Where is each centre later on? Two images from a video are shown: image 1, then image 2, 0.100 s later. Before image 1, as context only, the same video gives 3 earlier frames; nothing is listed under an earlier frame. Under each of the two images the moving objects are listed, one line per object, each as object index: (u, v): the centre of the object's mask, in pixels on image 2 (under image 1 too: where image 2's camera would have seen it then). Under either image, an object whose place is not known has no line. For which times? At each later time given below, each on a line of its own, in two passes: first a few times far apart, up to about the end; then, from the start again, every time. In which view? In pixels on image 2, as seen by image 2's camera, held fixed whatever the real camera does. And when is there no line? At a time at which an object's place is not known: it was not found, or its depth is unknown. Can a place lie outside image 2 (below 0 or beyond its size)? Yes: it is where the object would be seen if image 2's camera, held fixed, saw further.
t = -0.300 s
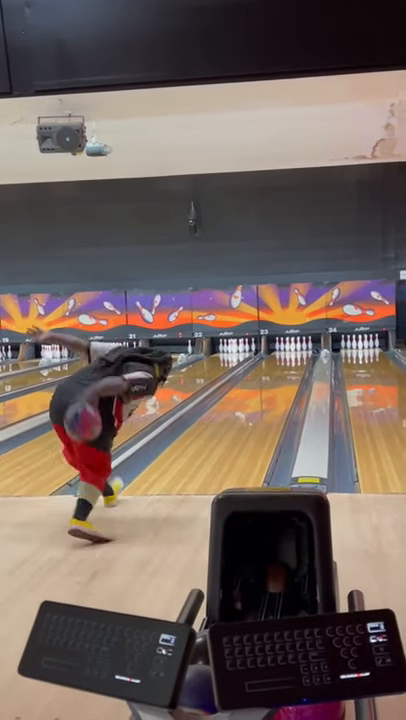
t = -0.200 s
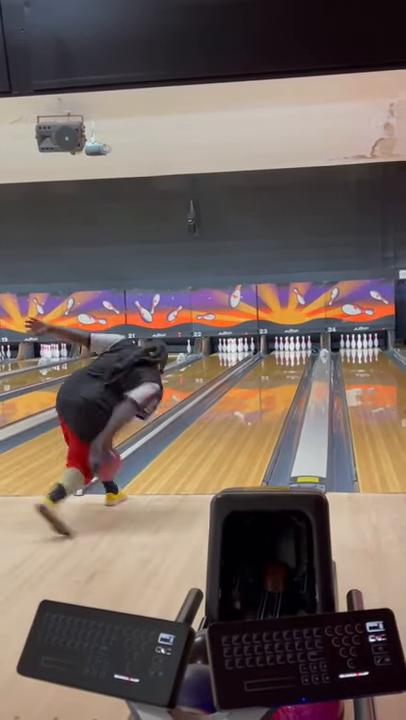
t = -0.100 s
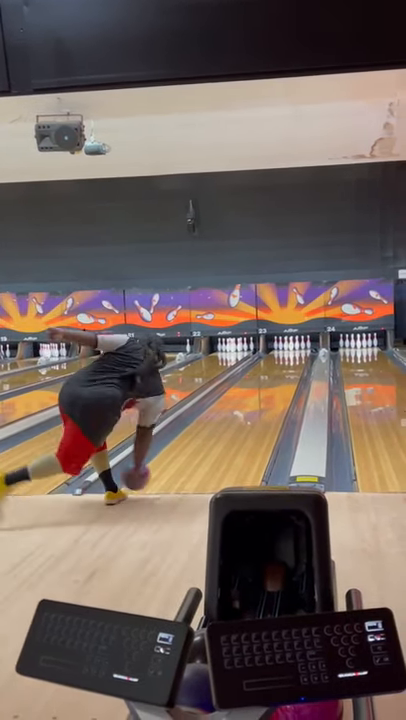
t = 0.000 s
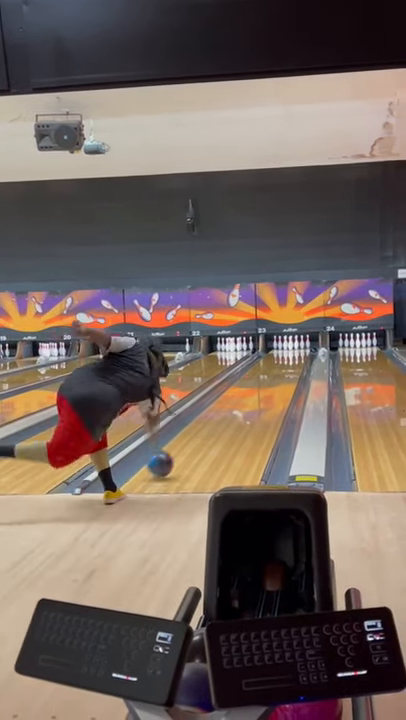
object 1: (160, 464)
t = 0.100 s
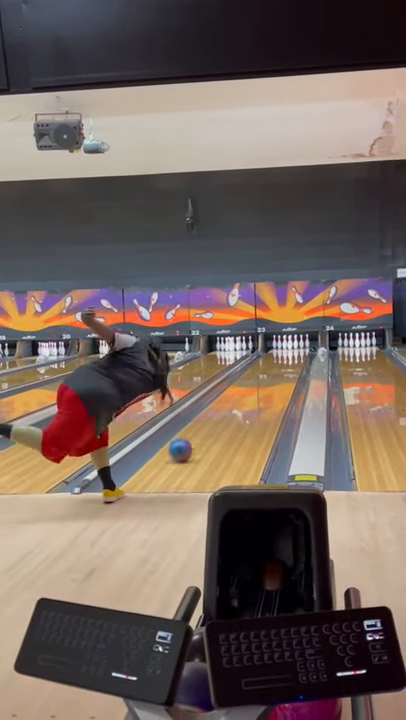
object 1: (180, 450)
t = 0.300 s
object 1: (212, 426)
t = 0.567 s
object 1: (242, 404)
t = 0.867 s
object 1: (265, 387)
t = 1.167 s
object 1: (281, 375)
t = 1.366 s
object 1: (289, 368)
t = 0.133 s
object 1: (186, 445)
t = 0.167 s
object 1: (192, 441)
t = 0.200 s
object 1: (197, 437)
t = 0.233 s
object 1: (203, 433)
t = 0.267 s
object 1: (208, 429)
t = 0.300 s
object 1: (212, 426)
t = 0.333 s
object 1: (216, 422)
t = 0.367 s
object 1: (220, 420)
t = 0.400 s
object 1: (224, 417)
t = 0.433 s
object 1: (228, 414)
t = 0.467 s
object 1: (232, 411)
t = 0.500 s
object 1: (235, 409)
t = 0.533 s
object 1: (239, 406)
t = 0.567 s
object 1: (242, 404)
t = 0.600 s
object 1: (245, 402)
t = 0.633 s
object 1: (248, 399)
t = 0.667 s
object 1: (251, 398)
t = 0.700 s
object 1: (254, 396)
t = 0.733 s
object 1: (256, 395)
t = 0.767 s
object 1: (258, 393)
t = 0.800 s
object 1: (261, 391)
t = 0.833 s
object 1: (263, 389)
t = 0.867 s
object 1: (265, 387)
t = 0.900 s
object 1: (267, 386)
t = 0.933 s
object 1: (269, 385)
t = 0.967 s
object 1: (271, 383)
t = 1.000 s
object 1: (273, 381)
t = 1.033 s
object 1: (274, 380)
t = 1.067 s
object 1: (276, 378)
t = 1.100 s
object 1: (278, 377)
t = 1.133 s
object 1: (280, 376)
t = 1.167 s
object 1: (281, 375)
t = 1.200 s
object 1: (282, 374)
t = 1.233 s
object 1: (284, 372)
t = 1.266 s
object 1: (286, 371)
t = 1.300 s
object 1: (287, 371)
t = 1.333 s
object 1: (288, 370)
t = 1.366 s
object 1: (289, 368)
